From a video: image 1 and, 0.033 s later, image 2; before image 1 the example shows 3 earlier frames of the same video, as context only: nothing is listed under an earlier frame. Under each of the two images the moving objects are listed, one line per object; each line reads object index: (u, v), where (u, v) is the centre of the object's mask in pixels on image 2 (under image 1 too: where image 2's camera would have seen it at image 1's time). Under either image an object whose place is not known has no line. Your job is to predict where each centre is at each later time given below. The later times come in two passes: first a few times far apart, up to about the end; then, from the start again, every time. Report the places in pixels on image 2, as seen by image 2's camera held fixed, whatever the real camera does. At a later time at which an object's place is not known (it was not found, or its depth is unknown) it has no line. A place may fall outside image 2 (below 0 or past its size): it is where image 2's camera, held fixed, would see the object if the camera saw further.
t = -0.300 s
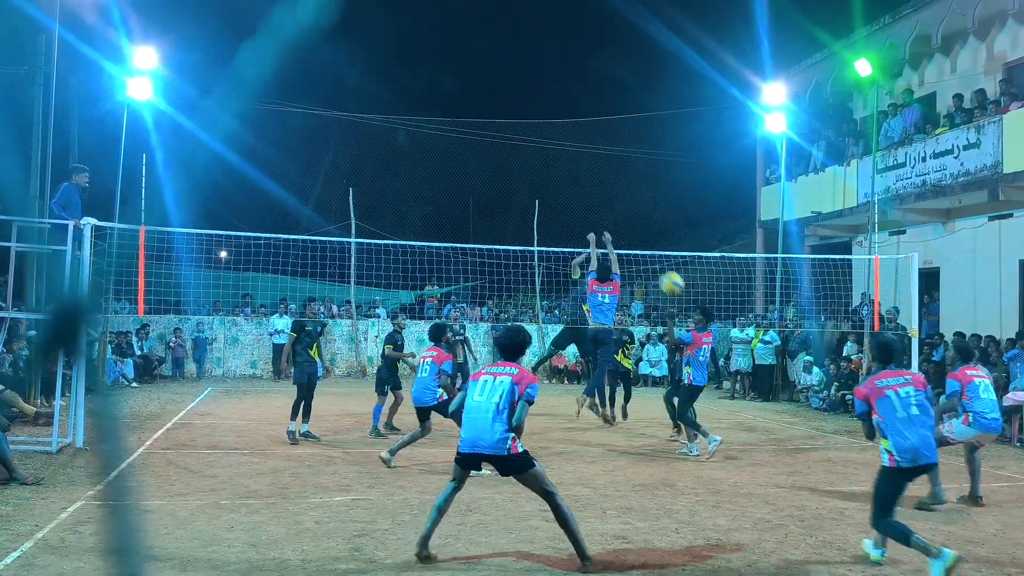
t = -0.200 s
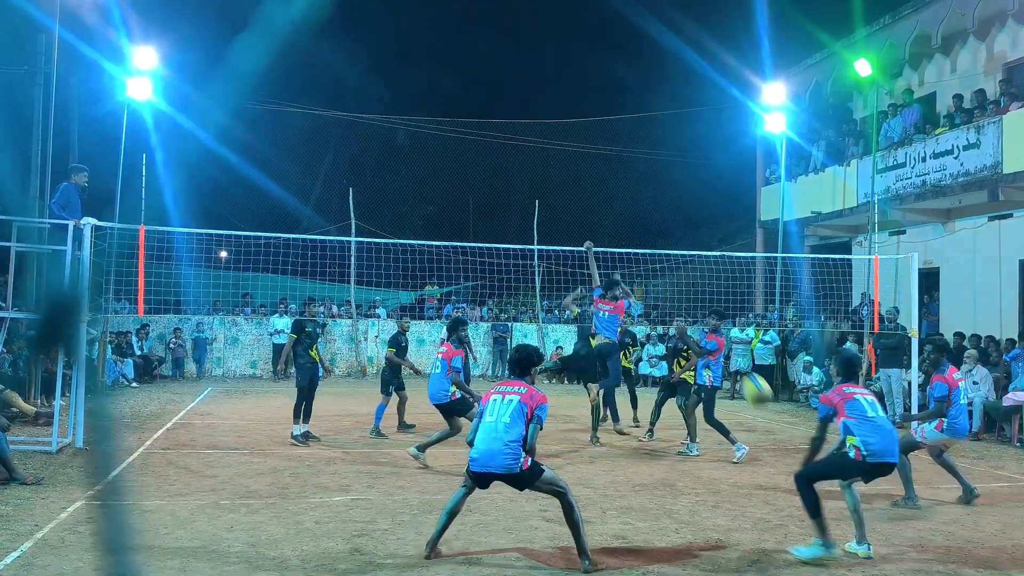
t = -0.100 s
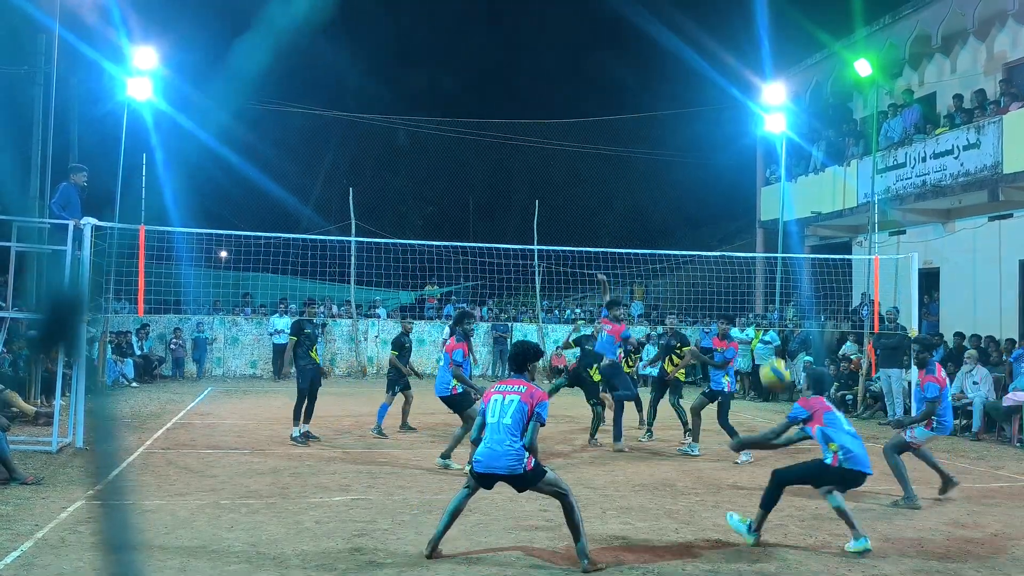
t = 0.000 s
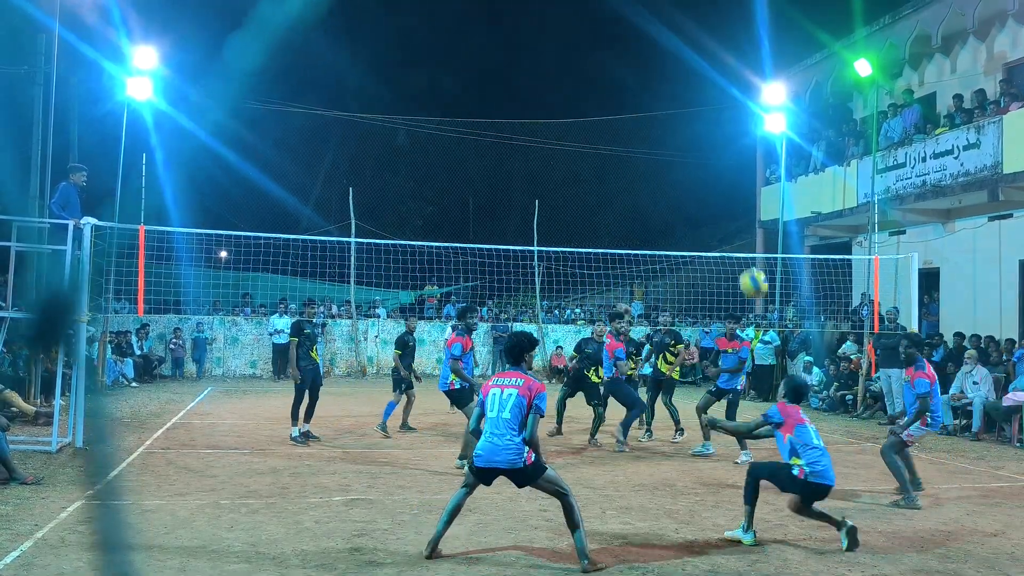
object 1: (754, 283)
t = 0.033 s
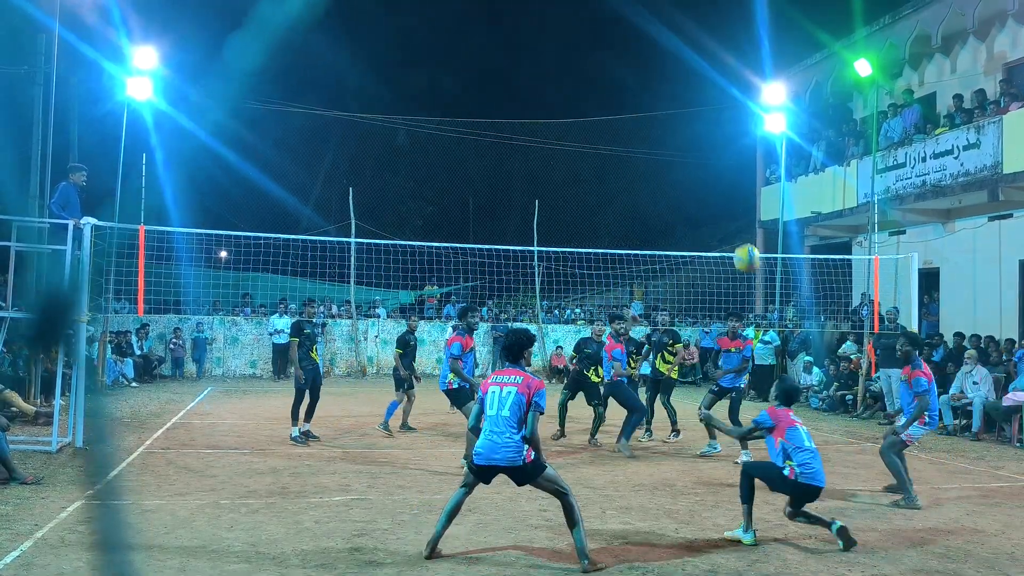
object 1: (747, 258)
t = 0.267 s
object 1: (714, 142)
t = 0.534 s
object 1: (690, 101)
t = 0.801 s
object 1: (673, 128)
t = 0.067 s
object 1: (742, 236)
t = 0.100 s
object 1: (737, 216)
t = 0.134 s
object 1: (731, 198)
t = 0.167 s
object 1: (727, 181)
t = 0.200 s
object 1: (723, 167)
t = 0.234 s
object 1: (718, 154)
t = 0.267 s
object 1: (714, 142)
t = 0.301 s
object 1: (711, 133)
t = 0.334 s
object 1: (707, 124)
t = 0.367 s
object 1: (704, 117)
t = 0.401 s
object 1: (701, 112)
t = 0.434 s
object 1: (698, 107)
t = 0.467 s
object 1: (695, 104)
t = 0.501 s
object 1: (693, 102)
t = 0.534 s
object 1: (690, 101)
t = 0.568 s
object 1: (688, 101)
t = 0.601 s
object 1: (685, 102)
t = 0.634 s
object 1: (683, 104)
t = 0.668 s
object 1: (681, 107)
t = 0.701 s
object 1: (679, 111)
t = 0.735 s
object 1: (677, 116)
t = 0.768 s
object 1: (675, 121)
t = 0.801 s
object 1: (673, 128)
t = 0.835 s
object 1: (672, 135)
